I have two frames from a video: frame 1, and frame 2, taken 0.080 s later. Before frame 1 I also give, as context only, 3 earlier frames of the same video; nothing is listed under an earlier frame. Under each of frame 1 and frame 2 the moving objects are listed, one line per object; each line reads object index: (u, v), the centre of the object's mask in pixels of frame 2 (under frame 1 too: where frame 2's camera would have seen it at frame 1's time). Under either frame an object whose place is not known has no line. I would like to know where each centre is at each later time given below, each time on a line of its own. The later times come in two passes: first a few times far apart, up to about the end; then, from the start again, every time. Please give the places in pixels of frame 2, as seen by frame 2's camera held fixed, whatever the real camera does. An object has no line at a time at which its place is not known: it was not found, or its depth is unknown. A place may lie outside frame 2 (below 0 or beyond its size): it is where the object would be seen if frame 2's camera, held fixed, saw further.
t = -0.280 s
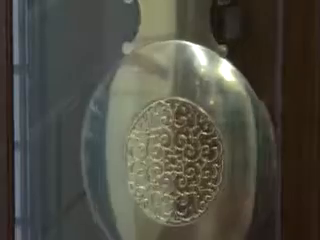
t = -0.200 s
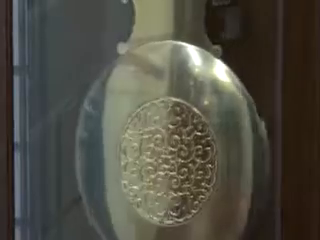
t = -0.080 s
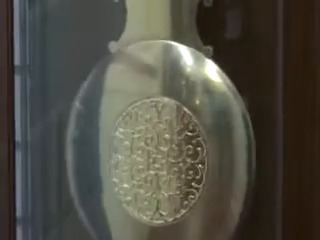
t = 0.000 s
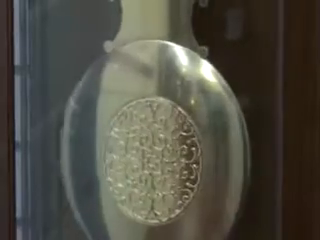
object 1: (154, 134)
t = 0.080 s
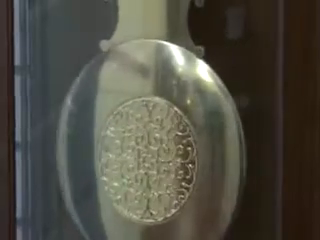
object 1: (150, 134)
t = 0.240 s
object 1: (145, 134)
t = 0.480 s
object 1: (148, 134)
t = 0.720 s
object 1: (161, 135)
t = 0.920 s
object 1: (174, 133)
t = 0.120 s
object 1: (148, 134)
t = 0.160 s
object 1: (147, 134)
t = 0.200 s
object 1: (146, 134)
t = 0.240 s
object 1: (145, 134)
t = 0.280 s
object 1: (145, 134)
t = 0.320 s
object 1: (145, 134)
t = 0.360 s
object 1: (145, 134)
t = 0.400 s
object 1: (145, 134)
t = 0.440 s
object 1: (146, 134)
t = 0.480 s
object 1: (148, 134)
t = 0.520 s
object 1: (150, 134)
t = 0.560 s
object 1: (152, 134)
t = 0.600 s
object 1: (154, 134)
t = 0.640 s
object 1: (156, 134)
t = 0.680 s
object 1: (158, 134)
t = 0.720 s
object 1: (161, 135)
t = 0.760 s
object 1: (164, 135)
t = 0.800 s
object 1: (167, 135)
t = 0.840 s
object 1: (168, 134)
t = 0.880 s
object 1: (172, 134)
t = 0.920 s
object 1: (174, 133)
